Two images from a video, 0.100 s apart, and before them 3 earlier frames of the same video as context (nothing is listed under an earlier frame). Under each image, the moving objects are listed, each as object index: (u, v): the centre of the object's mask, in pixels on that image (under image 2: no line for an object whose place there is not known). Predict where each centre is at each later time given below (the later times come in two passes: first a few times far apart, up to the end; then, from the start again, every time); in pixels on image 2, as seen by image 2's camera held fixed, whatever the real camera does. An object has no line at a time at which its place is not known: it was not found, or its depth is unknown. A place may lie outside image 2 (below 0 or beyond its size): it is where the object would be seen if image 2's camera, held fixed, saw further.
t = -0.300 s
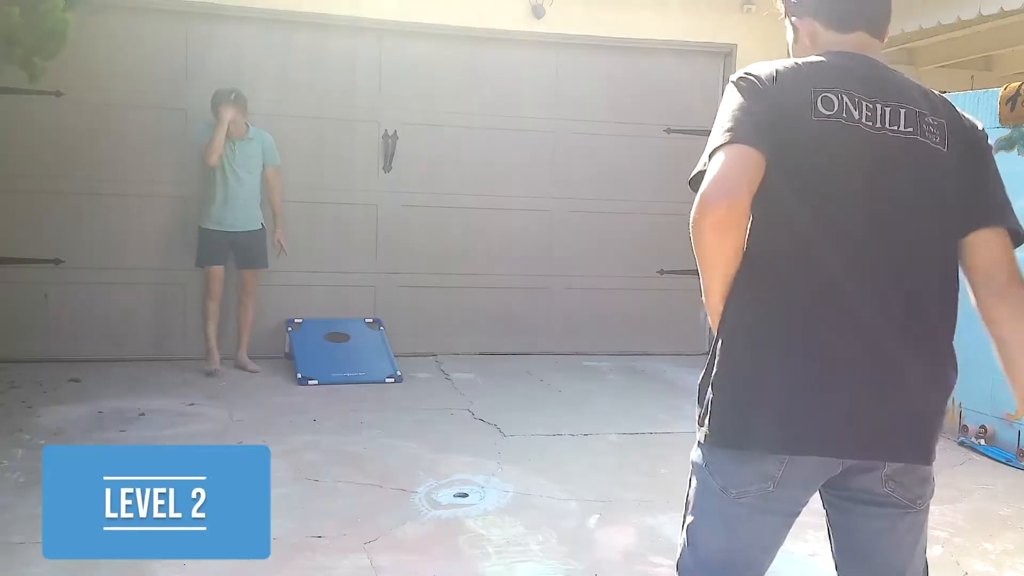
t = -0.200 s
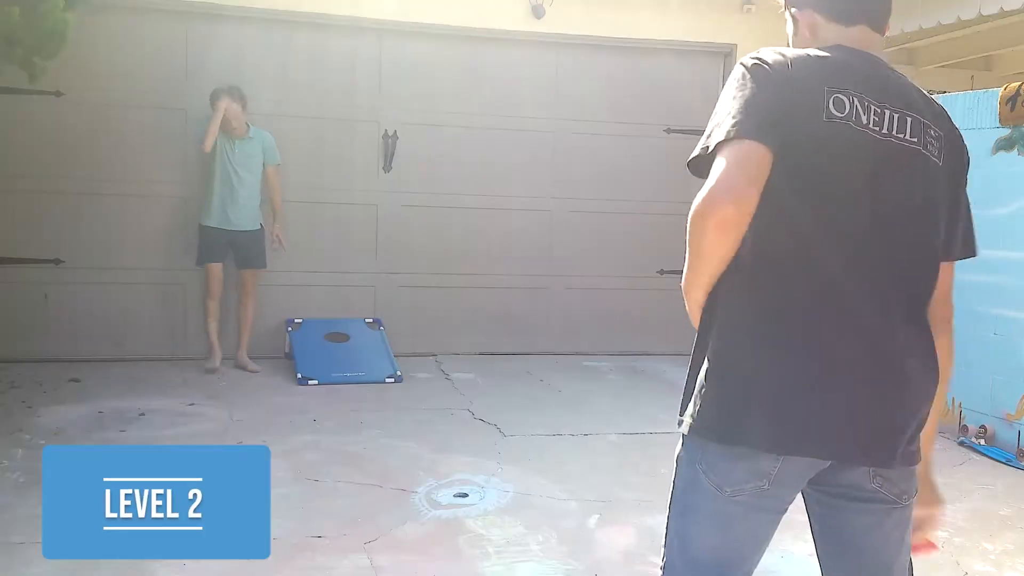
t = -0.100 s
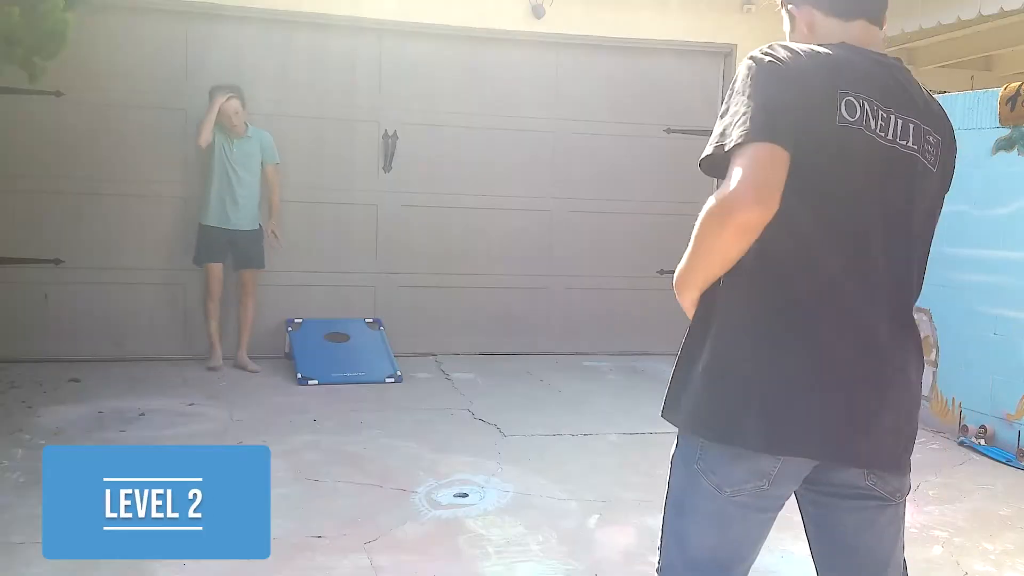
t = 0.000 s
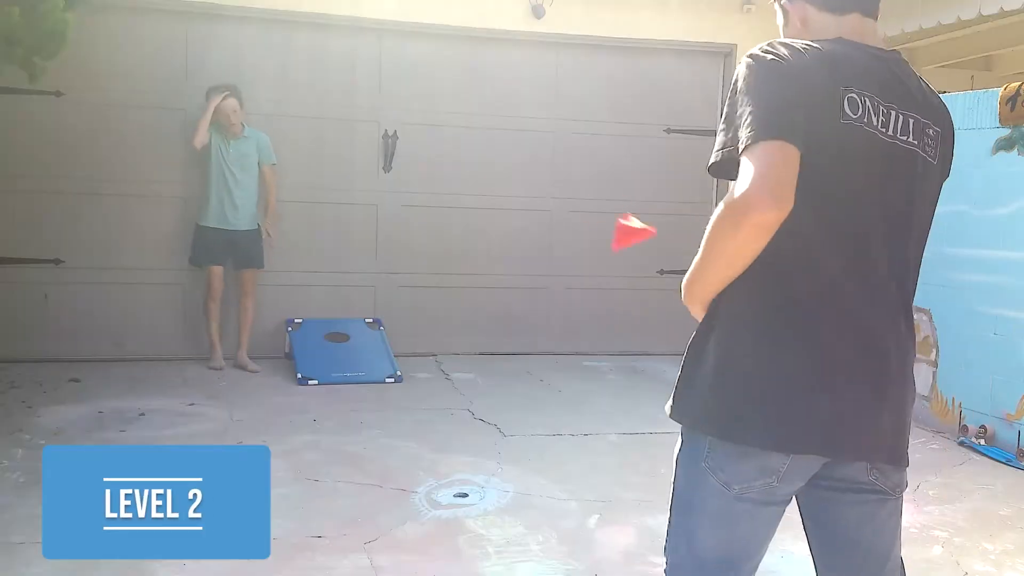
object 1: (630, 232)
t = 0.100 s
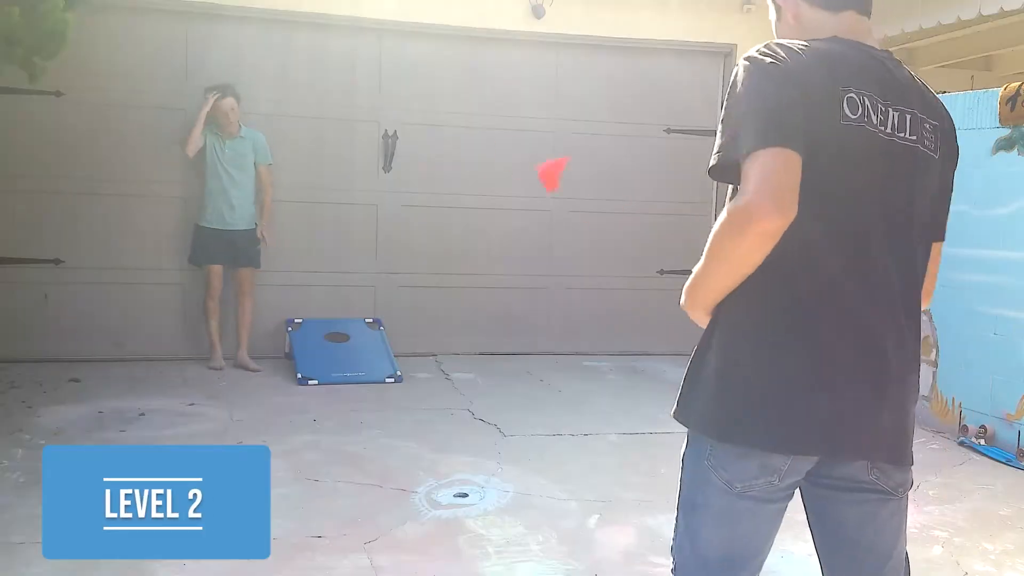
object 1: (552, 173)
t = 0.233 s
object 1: (475, 151)
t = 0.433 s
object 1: (400, 191)
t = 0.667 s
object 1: (341, 297)
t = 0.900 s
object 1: (333, 328)
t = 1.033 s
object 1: (336, 336)
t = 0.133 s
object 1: (530, 162)
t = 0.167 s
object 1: (511, 156)
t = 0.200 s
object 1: (492, 153)
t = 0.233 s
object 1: (475, 151)
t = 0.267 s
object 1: (460, 151)
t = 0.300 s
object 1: (447, 154)
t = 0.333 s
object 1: (434, 162)
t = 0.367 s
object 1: (422, 171)
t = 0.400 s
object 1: (411, 180)
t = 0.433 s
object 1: (400, 191)
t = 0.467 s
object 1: (390, 201)
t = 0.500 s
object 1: (381, 217)
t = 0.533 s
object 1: (372, 234)
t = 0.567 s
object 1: (364, 250)
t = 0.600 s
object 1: (356, 266)
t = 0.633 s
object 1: (348, 282)
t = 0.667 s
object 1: (341, 297)
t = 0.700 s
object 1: (337, 307)
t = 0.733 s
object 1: (335, 314)
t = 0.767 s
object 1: (333, 321)
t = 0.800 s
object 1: (334, 324)
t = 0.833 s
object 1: (333, 325)
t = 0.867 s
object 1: (333, 326)
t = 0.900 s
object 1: (333, 328)
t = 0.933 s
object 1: (334, 331)
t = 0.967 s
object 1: (334, 332)
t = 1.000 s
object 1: (335, 333)
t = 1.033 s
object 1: (336, 336)
